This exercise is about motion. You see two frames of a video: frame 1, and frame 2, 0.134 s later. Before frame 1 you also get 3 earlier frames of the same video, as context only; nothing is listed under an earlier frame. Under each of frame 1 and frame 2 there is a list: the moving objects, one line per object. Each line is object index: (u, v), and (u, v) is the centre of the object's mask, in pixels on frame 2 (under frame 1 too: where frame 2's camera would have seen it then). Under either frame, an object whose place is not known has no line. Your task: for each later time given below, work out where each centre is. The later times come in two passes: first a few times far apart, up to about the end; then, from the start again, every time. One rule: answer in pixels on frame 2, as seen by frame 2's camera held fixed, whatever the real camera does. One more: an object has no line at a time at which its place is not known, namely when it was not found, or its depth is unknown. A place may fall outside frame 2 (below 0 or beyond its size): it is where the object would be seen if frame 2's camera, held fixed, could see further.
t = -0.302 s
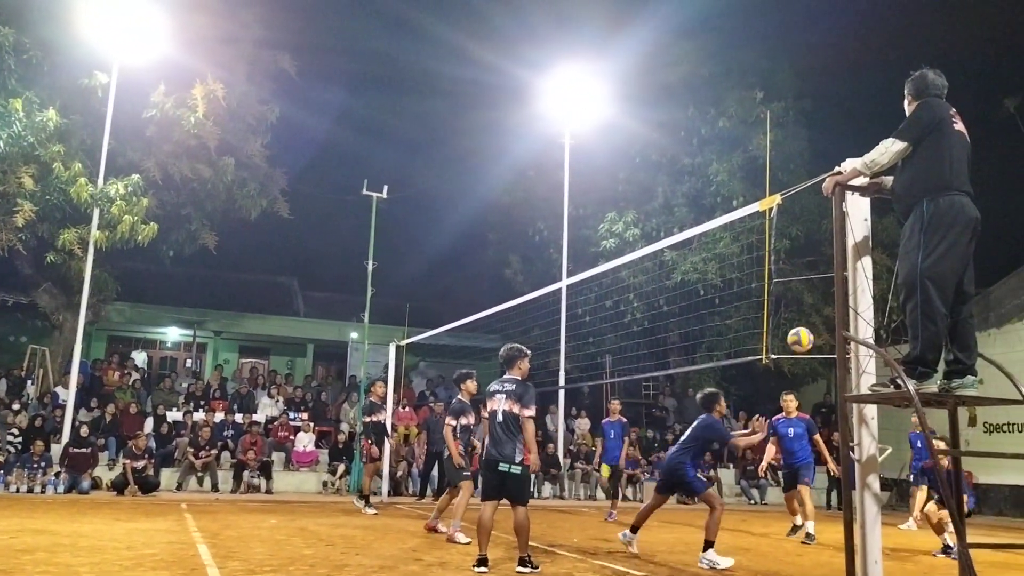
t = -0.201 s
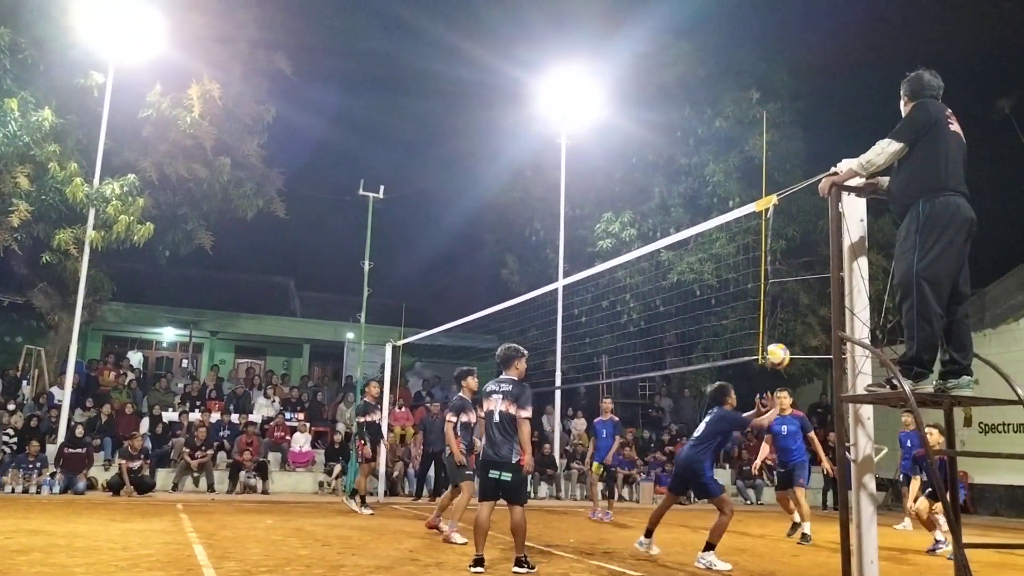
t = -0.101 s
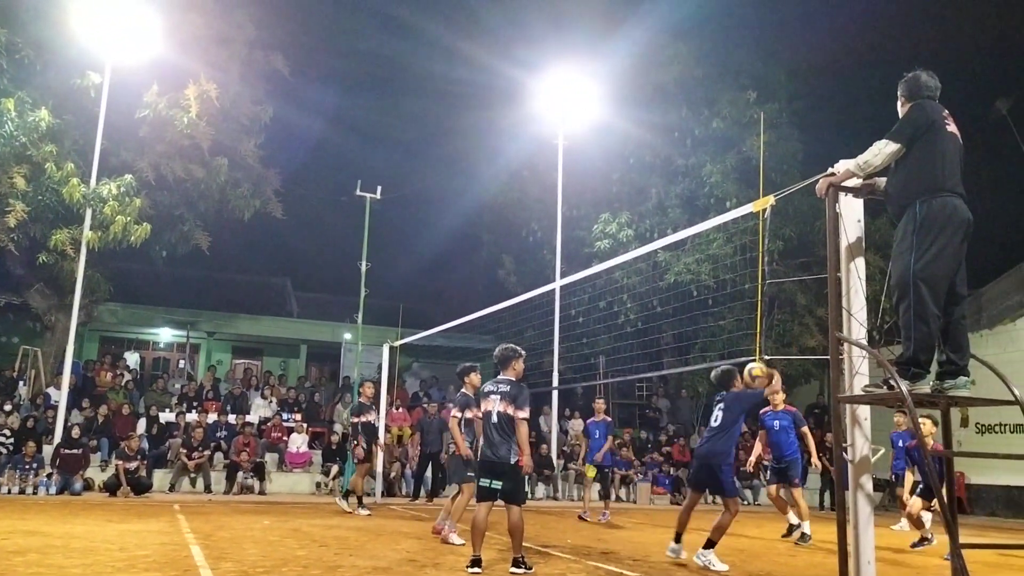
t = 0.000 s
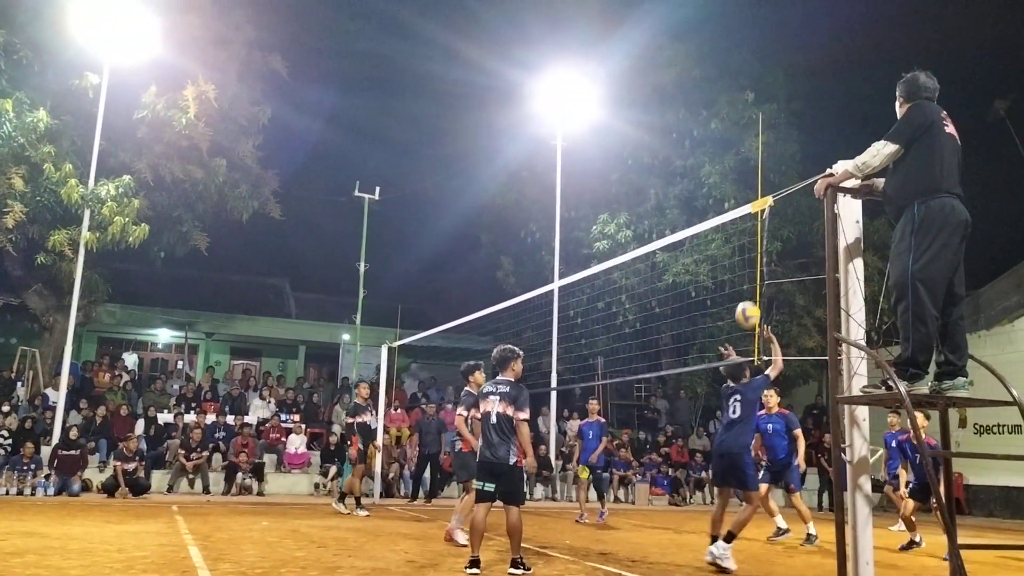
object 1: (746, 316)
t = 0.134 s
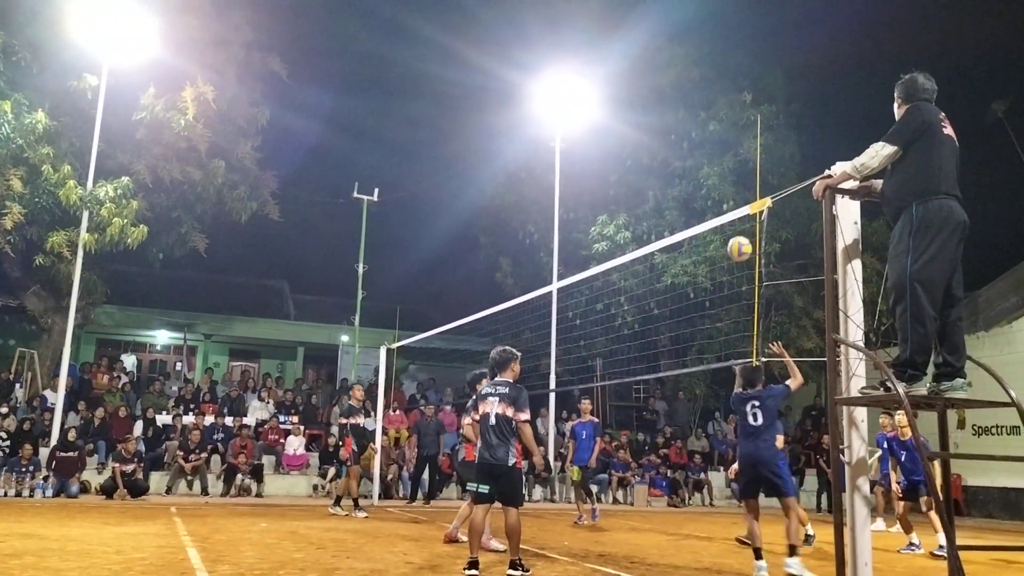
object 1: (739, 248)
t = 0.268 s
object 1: (734, 201)
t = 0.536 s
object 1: (728, 169)
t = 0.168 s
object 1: (738, 235)
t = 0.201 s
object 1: (737, 226)
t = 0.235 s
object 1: (733, 206)
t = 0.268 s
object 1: (734, 201)
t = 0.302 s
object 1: (733, 196)
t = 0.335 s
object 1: (733, 188)
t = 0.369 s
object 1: (732, 182)
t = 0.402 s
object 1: (731, 177)
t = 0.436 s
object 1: (730, 174)
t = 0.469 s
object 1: (729, 171)
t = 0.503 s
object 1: (729, 169)
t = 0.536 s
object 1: (728, 169)
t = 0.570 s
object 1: (727, 169)
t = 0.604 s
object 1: (726, 171)
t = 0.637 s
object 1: (726, 173)
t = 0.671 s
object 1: (725, 177)
